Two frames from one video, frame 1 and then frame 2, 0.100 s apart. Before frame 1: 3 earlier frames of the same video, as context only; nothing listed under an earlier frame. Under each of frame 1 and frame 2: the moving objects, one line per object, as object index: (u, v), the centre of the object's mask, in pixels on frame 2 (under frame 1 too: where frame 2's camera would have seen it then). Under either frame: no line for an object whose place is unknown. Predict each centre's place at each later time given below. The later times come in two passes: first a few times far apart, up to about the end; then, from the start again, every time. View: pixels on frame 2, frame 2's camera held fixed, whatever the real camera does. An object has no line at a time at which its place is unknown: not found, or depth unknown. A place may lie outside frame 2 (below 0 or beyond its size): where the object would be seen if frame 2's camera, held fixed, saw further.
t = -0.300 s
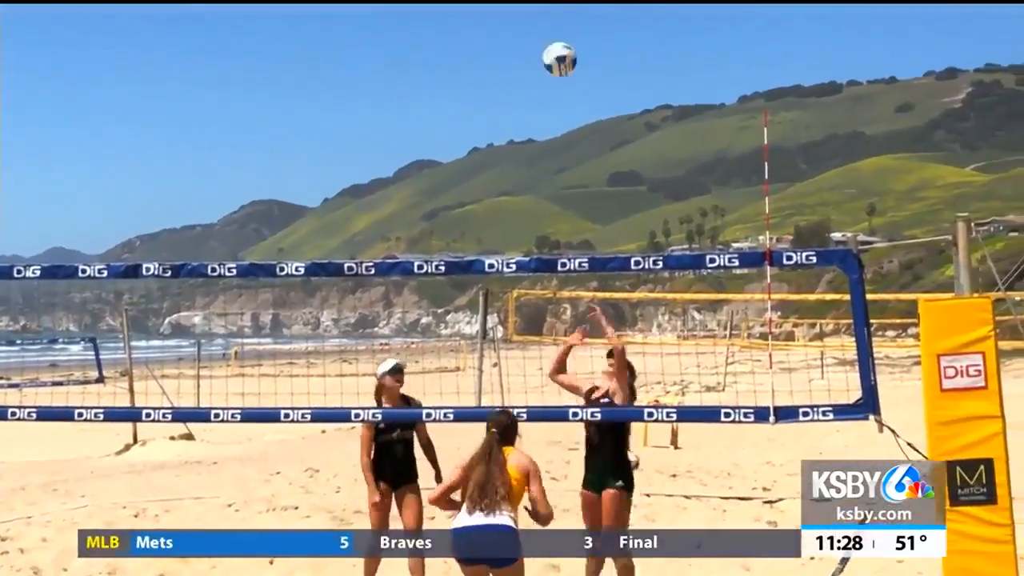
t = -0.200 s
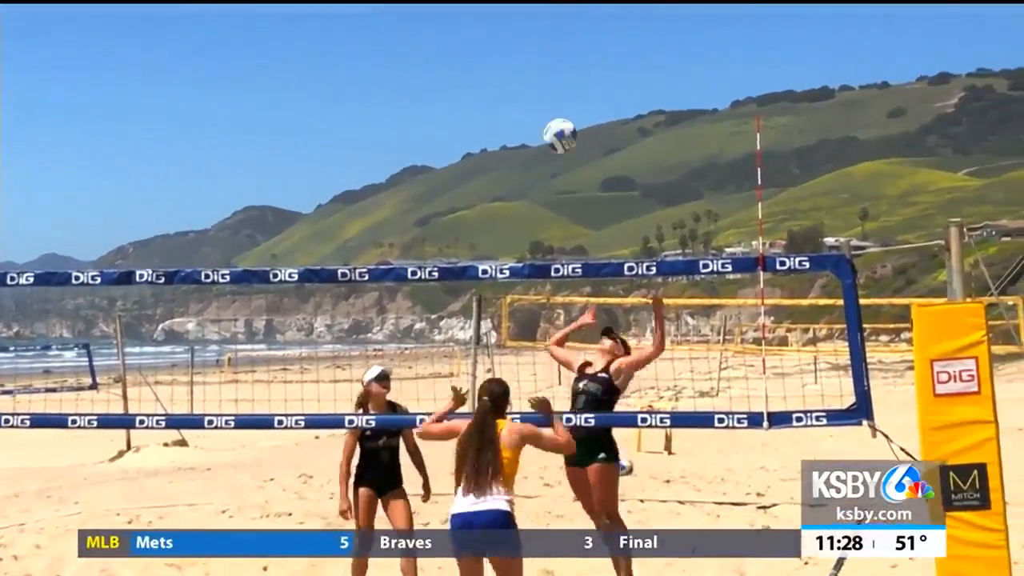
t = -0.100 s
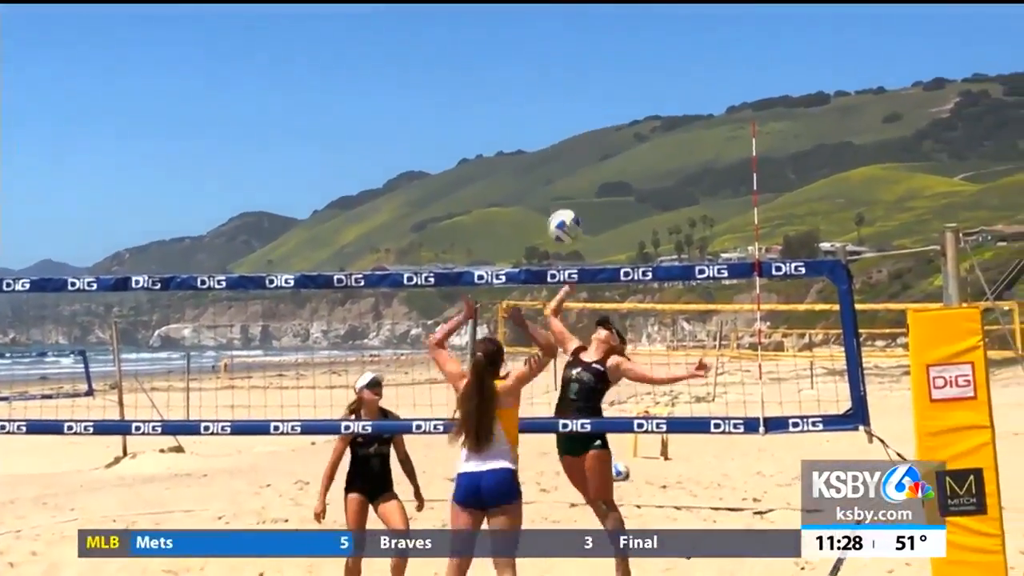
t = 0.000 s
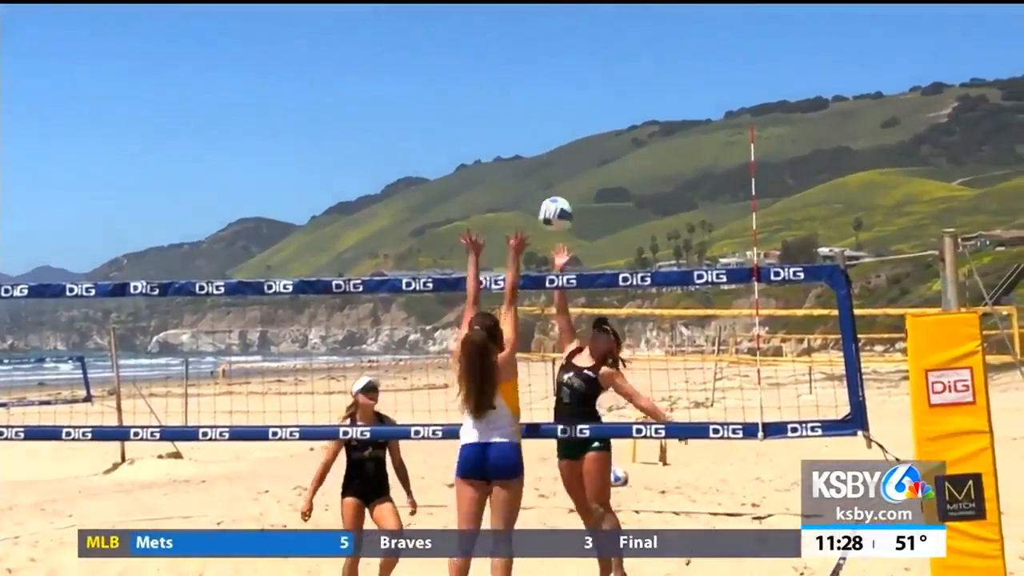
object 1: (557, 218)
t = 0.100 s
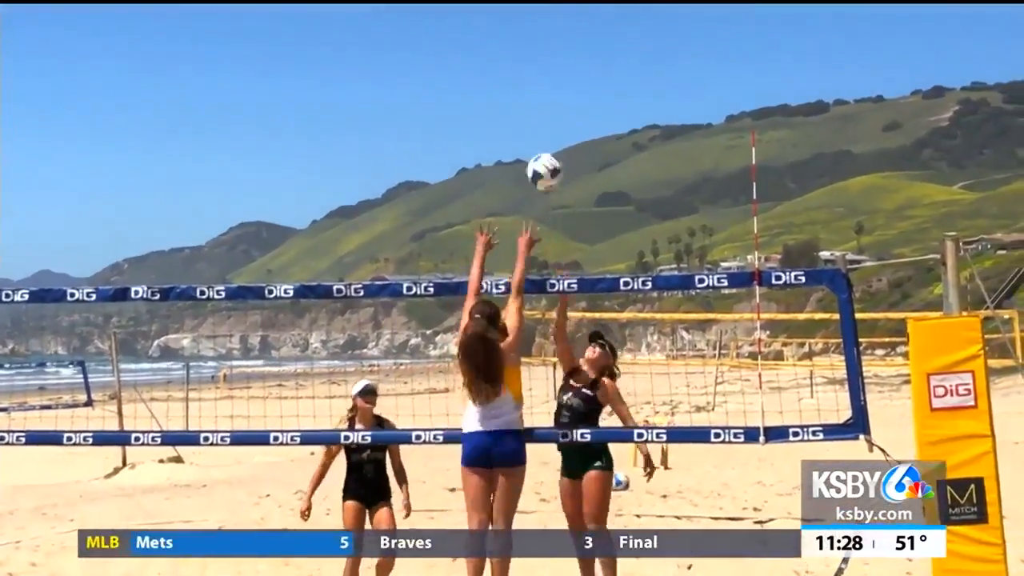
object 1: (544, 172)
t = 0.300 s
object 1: (522, 119)
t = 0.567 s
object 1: (492, 166)
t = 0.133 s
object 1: (541, 159)
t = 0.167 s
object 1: (537, 147)
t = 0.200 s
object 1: (534, 138)
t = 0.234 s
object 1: (530, 129)
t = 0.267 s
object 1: (526, 123)
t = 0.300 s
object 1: (522, 119)
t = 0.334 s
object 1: (519, 117)
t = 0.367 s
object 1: (515, 117)
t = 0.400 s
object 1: (511, 119)
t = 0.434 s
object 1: (508, 123)
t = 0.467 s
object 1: (504, 129)
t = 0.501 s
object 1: (500, 140)
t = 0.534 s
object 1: (497, 151)
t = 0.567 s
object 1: (492, 166)
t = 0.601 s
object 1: (489, 182)
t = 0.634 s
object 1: (485, 200)
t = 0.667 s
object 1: (481, 222)
